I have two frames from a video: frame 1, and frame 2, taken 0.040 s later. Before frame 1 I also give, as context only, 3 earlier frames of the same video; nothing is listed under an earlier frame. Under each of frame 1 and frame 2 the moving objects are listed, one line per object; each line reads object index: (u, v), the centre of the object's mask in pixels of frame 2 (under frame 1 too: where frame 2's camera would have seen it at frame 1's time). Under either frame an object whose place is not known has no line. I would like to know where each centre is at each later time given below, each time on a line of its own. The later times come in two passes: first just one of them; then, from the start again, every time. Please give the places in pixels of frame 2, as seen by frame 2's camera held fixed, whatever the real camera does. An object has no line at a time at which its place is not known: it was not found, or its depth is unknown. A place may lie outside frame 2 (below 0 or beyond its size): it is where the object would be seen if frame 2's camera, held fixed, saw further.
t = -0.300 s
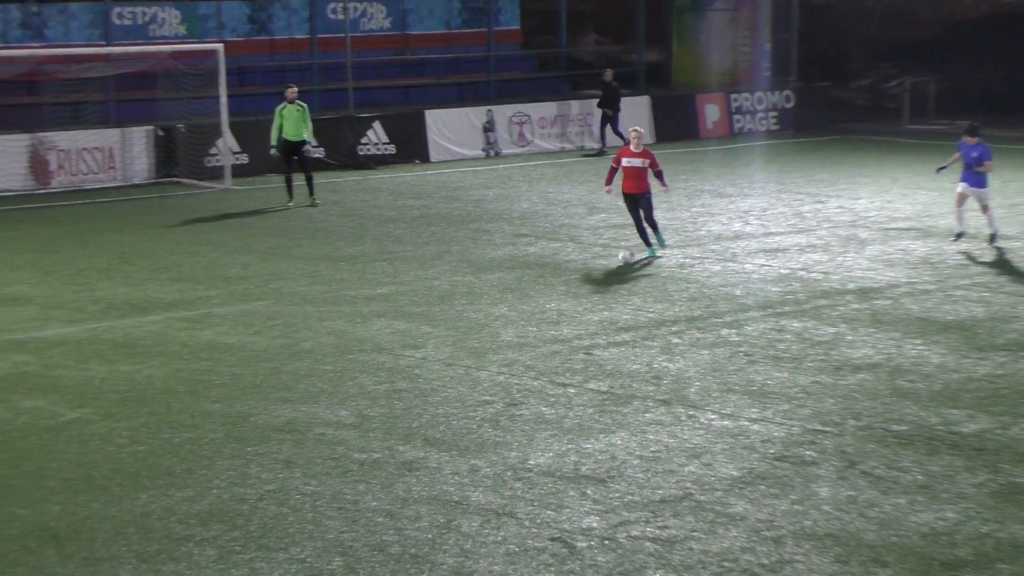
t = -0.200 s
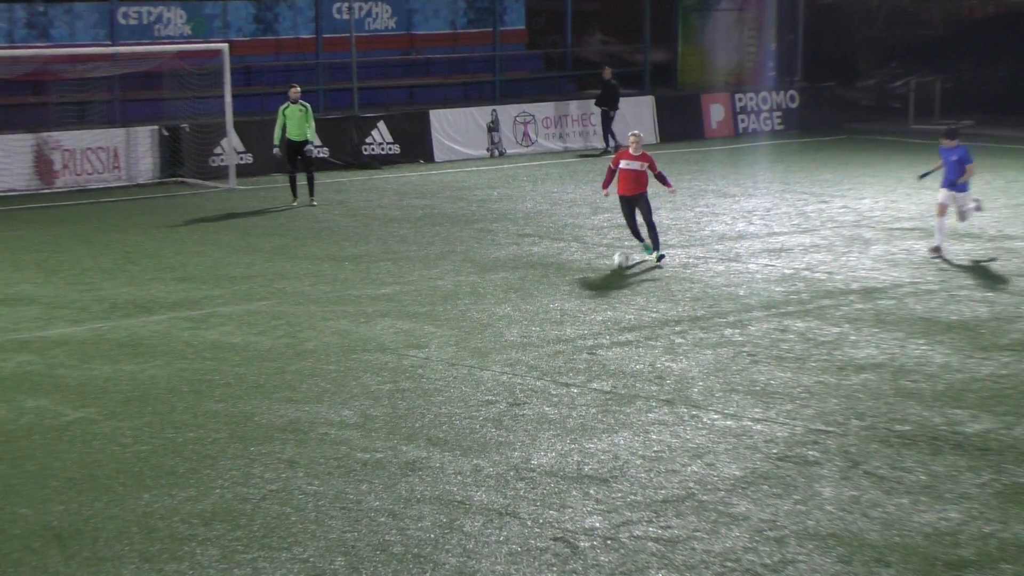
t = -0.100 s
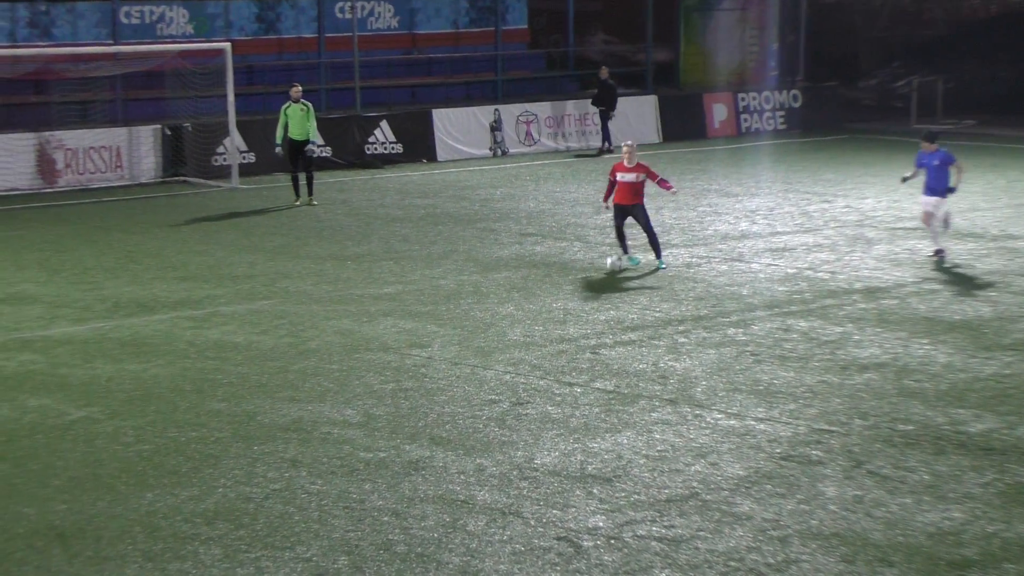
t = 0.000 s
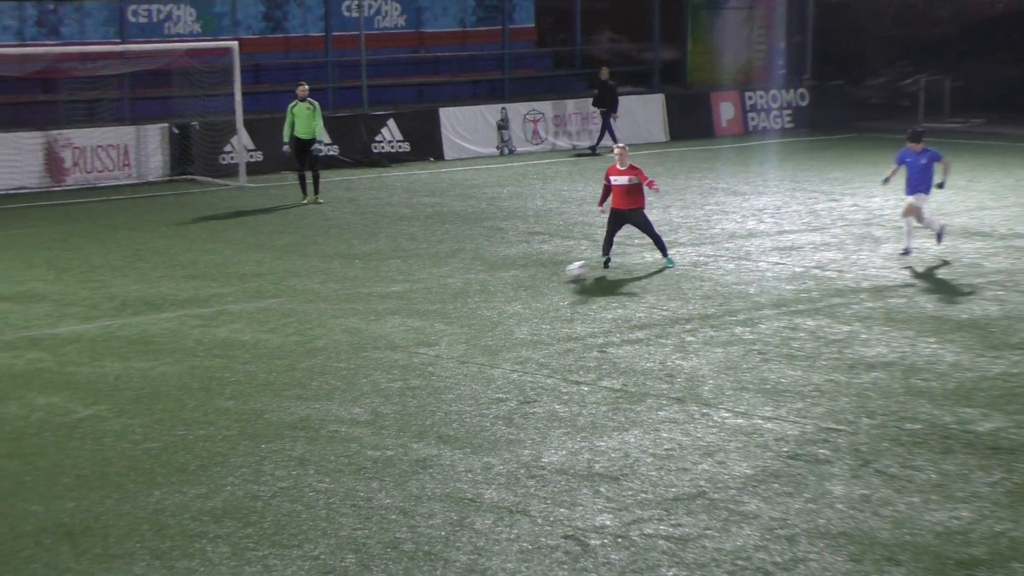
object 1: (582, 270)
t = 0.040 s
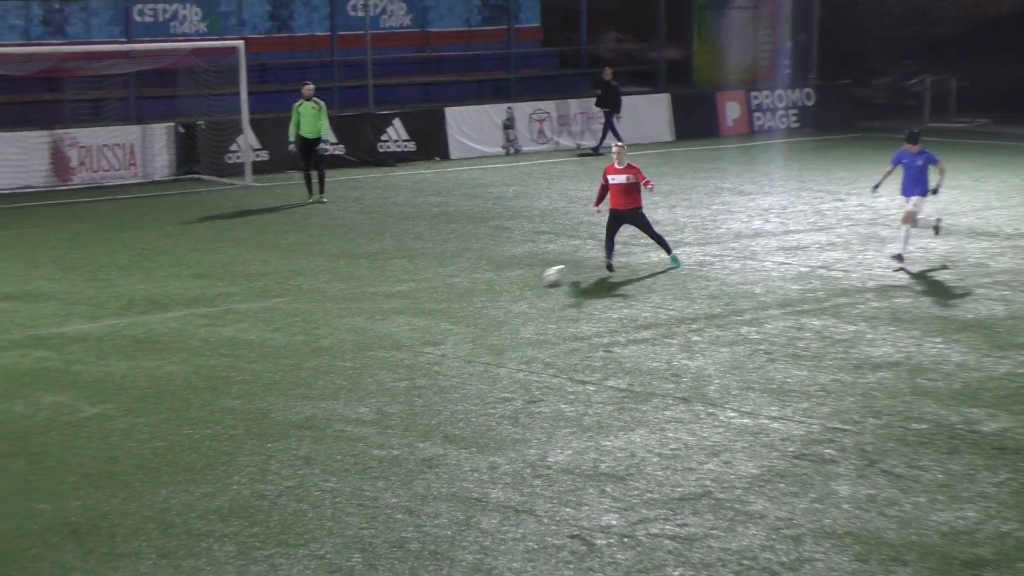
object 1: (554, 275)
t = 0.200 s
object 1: (445, 293)
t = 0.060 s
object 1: (541, 277)
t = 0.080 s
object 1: (528, 279)
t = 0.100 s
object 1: (514, 282)
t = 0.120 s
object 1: (500, 284)
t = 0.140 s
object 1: (486, 285)
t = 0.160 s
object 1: (472, 289)
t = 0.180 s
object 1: (459, 292)
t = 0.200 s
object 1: (445, 293)
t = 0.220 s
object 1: (430, 295)
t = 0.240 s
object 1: (416, 297)
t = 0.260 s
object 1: (401, 299)
